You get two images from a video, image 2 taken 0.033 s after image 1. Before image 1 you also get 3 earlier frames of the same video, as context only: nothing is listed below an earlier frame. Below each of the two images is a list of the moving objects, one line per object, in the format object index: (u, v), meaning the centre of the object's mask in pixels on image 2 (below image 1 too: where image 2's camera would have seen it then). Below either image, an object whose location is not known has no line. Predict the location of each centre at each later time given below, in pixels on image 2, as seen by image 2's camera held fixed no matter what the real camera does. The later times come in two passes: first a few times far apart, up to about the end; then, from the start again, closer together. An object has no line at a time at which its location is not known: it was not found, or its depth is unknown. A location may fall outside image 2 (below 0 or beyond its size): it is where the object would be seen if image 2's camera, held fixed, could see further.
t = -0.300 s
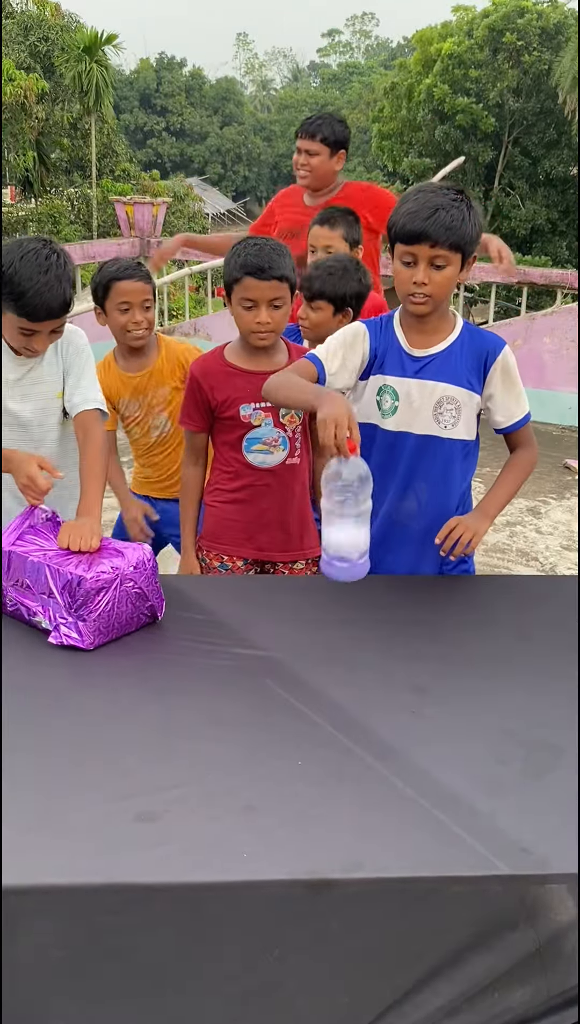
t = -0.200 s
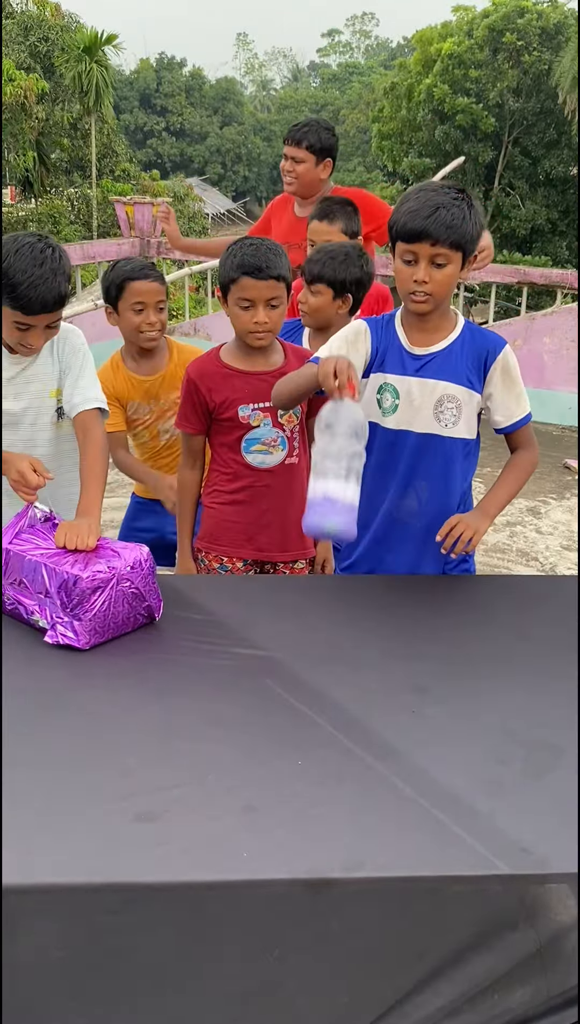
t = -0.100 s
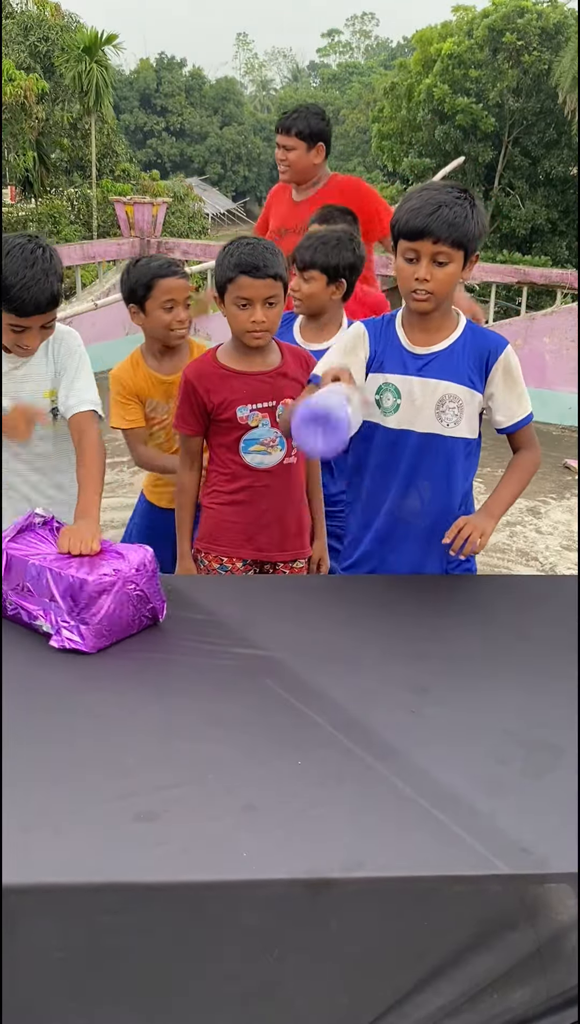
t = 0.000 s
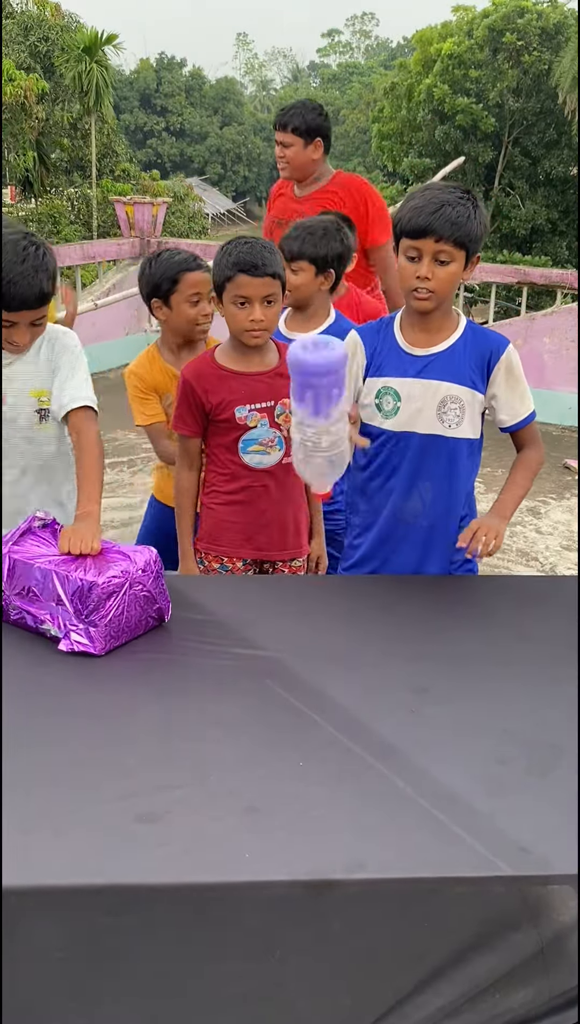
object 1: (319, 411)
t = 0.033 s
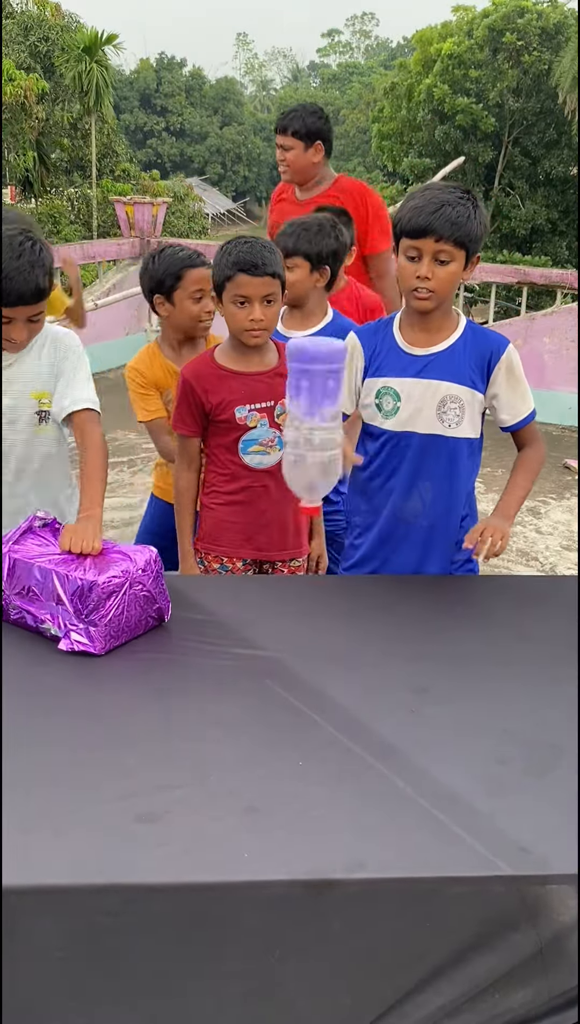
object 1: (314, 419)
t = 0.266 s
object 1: (282, 558)
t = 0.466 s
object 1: (257, 732)
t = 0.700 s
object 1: (252, 735)
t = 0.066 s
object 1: (308, 424)
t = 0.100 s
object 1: (302, 431)
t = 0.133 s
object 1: (298, 440)
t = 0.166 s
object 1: (295, 454)
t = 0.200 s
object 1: (291, 480)
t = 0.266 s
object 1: (282, 558)
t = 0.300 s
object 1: (279, 607)
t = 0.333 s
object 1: (275, 662)
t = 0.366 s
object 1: (270, 678)
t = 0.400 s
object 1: (264, 695)
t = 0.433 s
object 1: (260, 716)
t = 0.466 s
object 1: (257, 732)
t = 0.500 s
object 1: (253, 734)
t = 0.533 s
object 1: (252, 736)
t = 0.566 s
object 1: (252, 736)
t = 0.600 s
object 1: (252, 736)
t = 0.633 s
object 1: (252, 735)
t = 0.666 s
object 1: (252, 735)
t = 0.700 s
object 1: (252, 735)
